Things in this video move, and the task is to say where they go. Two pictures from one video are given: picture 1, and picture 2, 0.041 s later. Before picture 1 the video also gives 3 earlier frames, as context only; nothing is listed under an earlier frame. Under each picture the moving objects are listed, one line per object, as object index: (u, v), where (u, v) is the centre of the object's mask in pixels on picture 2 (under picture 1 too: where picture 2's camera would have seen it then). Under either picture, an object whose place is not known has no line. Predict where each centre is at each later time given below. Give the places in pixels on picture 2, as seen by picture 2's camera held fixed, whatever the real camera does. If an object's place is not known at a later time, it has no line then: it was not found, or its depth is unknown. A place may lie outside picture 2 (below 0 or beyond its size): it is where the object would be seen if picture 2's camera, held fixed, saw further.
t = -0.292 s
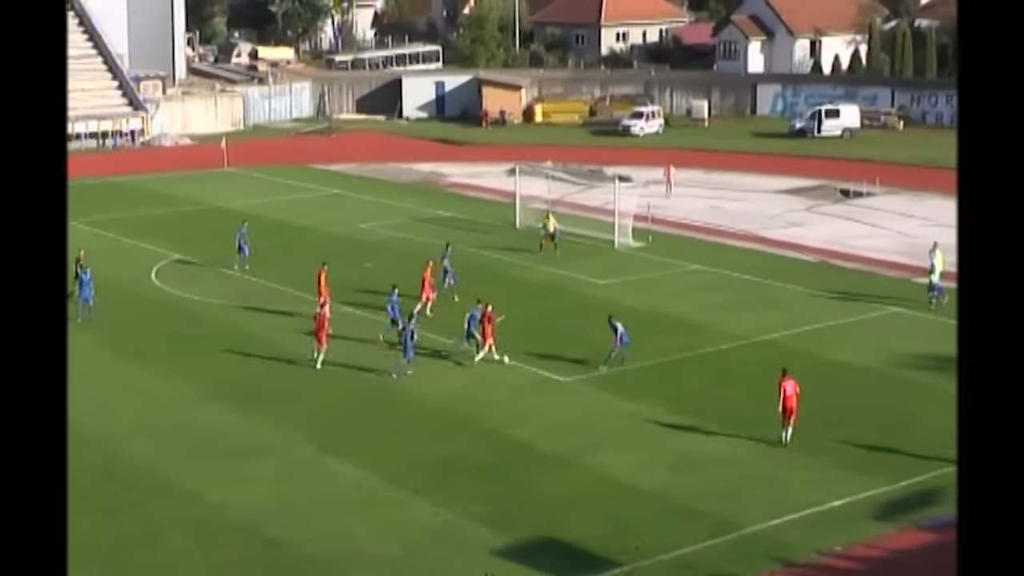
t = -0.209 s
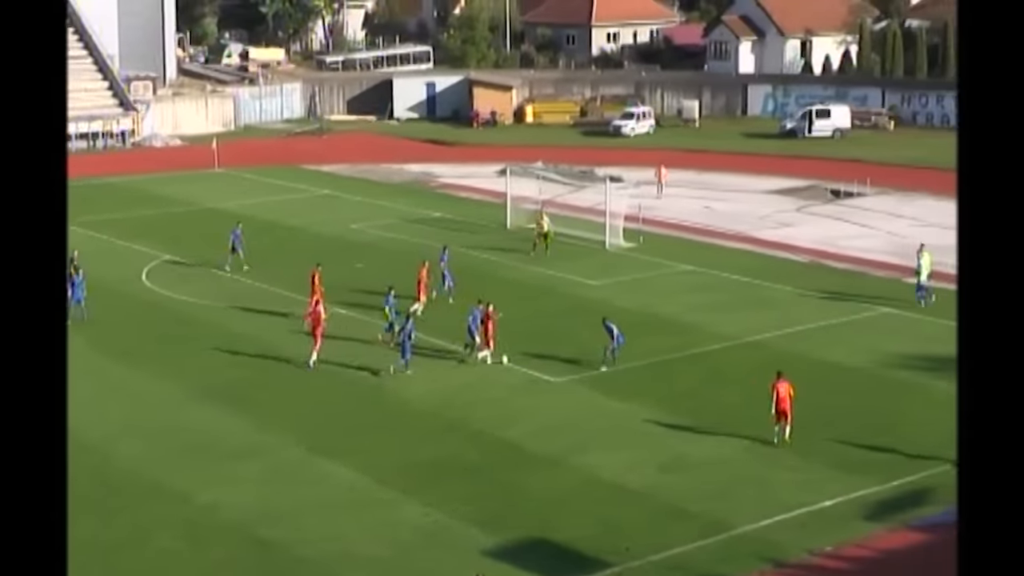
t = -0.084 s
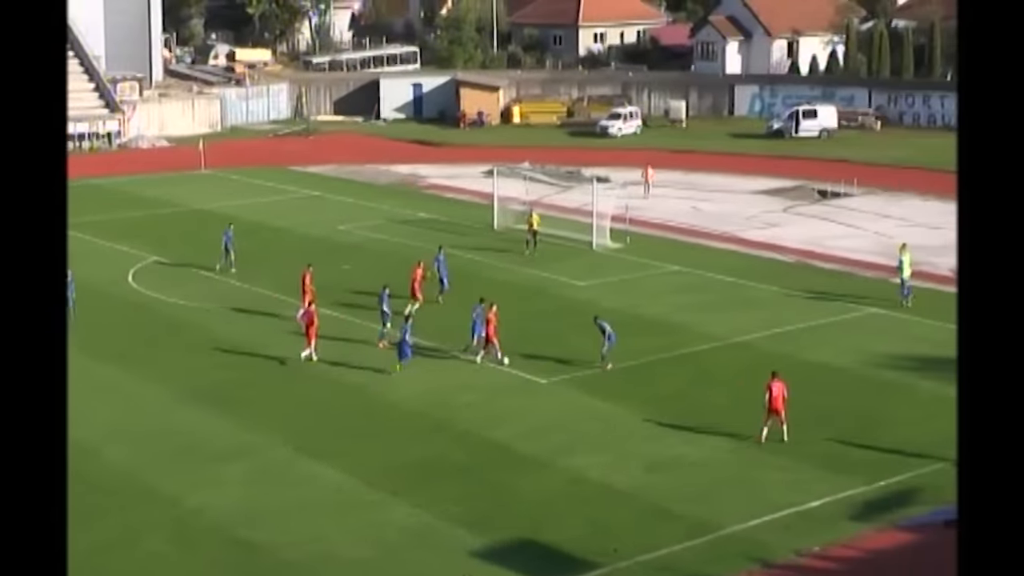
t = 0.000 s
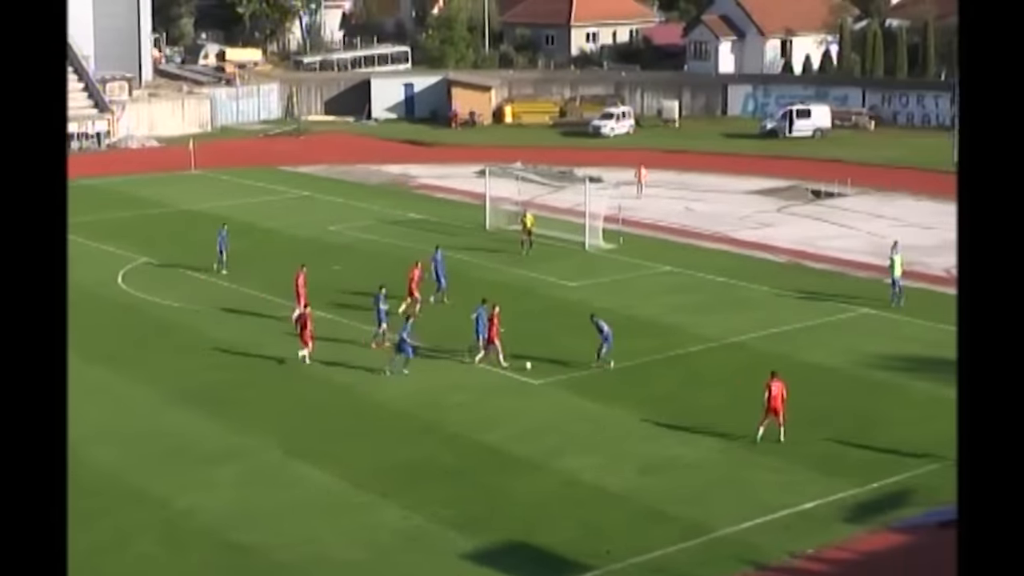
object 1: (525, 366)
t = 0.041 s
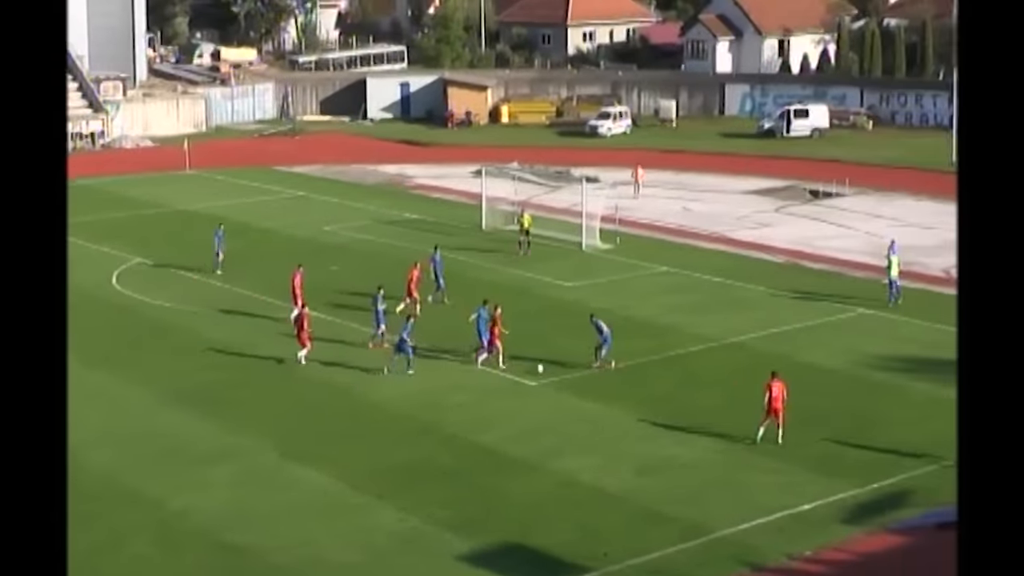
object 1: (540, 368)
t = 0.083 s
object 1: (555, 371)
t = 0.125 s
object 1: (578, 376)
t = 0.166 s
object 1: (591, 378)
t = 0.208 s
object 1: (604, 379)
